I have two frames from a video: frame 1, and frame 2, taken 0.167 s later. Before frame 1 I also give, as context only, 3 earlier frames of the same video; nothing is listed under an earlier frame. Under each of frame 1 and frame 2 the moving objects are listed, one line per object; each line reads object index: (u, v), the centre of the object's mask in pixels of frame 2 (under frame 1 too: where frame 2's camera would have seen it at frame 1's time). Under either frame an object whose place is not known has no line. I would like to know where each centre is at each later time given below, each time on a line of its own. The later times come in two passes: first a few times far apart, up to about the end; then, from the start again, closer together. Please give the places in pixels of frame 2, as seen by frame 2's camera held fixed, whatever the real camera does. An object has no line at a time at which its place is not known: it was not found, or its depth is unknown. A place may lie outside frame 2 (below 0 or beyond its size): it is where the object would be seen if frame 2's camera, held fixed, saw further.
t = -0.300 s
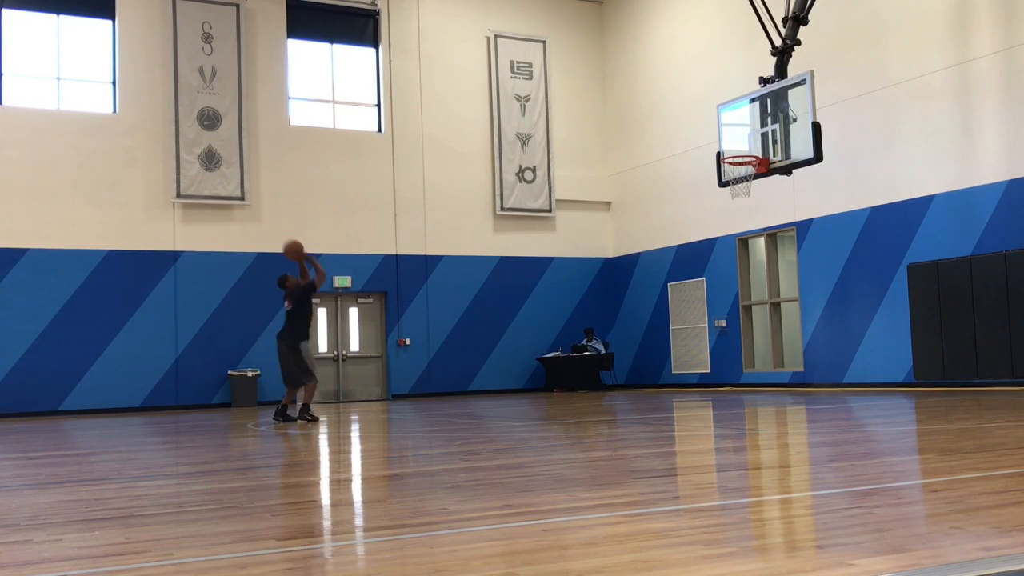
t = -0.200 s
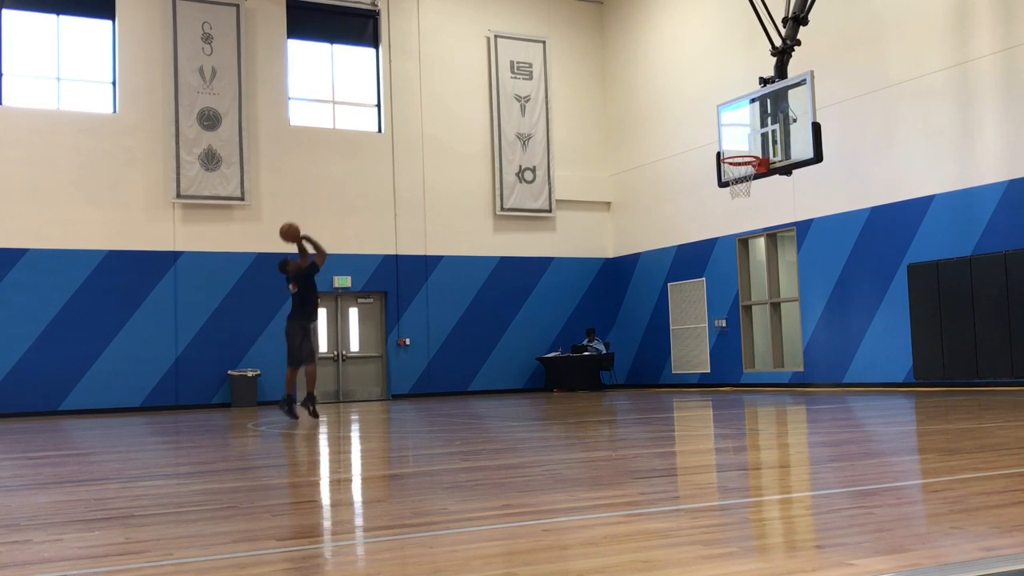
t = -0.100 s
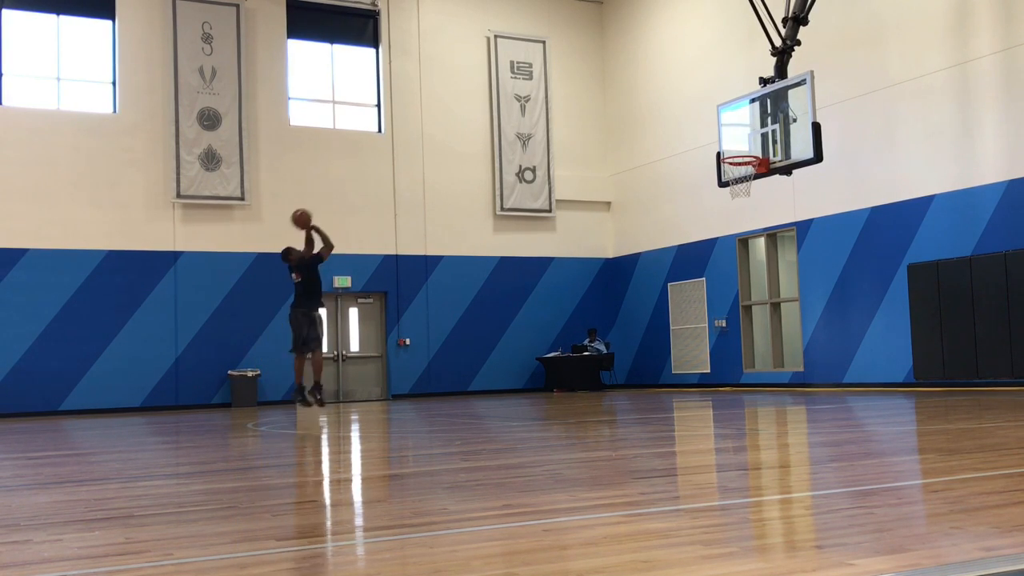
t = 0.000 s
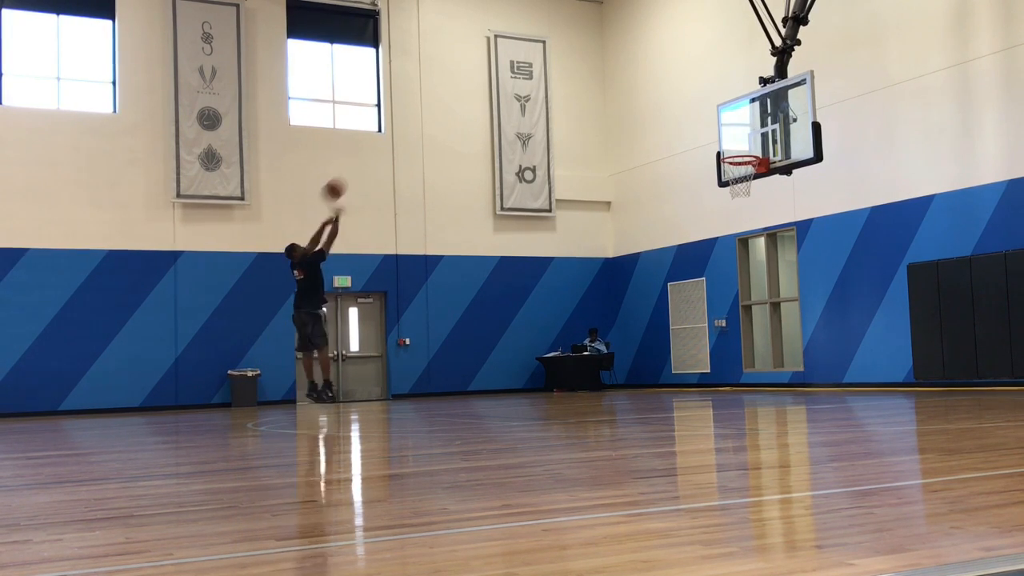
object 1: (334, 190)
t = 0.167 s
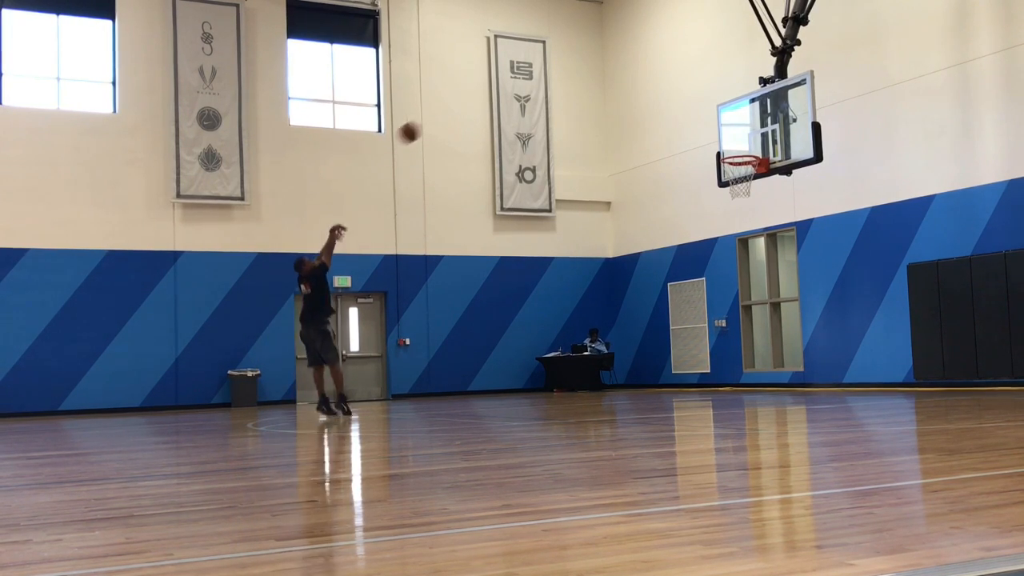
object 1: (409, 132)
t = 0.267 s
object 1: (453, 109)
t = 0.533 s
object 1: (567, 87)
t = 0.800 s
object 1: (677, 117)
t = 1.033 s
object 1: (752, 180)
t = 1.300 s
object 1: (773, 254)
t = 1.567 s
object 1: (800, 394)
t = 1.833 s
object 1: (785, 293)
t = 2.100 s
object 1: (772, 251)
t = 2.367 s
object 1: (762, 272)
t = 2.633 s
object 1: (758, 365)
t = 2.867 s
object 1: (748, 347)
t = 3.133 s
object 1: (738, 312)
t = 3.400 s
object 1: (730, 349)
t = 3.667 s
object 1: (725, 373)
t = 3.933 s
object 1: (715, 348)
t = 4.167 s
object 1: (710, 394)
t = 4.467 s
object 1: (701, 372)
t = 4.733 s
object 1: (697, 413)
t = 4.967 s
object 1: (692, 387)
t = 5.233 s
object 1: (689, 405)
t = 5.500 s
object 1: (686, 419)
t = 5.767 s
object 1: (683, 422)
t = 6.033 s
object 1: (679, 422)
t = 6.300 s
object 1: (678, 423)
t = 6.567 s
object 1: (677, 429)
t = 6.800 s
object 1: (677, 433)
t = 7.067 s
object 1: (678, 437)
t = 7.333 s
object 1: (680, 441)
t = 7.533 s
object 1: (682, 444)
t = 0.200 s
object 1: (424, 124)
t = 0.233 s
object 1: (438, 116)
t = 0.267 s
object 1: (453, 109)
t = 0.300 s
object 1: (467, 103)
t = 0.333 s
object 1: (482, 98)
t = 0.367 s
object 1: (496, 95)
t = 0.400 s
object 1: (510, 91)
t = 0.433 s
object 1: (524, 89)
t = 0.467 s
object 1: (540, 87)
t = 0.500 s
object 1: (554, 86)
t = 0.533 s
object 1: (567, 87)
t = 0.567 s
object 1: (581, 87)
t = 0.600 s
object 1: (595, 89)
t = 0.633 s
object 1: (609, 92)
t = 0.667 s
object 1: (622, 95)
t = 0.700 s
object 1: (636, 99)
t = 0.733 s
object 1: (650, 105)
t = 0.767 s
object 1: (663, 110)
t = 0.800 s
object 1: (677, 117)
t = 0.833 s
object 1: (691, 125)
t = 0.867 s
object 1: (704, 133)
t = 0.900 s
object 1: (716, 142)
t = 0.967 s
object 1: (744, 164)
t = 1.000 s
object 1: (746, 172)
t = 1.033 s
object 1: (752, 180)
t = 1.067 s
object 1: (755, 184)
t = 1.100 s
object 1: (758, 193)
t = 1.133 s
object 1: (760, 200)
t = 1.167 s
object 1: (762, 209)
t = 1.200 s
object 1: (765, 219)
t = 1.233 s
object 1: (767, 230)
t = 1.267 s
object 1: (771, 242)
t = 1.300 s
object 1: (773, 254)
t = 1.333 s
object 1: (776, 269)
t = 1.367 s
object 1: (779, 284)
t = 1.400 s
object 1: (783, 300)
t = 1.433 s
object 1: (788, 317)
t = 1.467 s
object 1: (791, 335)
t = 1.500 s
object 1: (794, 356)
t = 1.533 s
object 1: (797, 378)
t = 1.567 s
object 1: (800, 394)
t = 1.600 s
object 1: (798, 380)
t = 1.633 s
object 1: (796, 366)
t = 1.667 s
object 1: (794, 351)
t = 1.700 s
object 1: (792, 337)
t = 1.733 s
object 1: (790, 324)
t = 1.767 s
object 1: (789, 314)
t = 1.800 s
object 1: (787, 302)
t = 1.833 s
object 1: (785, 293)
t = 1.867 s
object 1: (783, 285)
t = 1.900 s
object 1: (782, 277)
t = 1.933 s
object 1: (780, 270)
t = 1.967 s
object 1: (778, 264)
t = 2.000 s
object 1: (777, 259)
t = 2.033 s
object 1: (775, 255)
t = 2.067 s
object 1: (774, 252)
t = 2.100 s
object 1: (772, 251)
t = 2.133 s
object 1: (771, 249)
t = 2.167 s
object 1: (769, 250)
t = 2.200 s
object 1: (768, 251)
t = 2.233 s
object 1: (767, 253)
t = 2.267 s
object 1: (766, 256)
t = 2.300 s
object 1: (765, 260)
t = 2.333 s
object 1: (763, 265)
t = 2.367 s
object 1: (762, 272)
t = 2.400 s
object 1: (762, 280)
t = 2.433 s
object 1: (761, 288)
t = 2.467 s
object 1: (760, 298)
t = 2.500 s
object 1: (759, 309)
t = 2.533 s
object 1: (759, 322)
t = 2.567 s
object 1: (759, 335)
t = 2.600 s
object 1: (758, 349)
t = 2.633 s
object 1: (758, 365)
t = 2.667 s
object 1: (756, 382)
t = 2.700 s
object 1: (755, 399)
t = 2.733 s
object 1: (754, 391)
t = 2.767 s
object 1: (752, 379)
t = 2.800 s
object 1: (750, 368)
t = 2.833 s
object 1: (749, 357)
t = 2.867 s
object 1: (748, 347)
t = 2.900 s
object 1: (746, 339)
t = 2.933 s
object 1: (744, 332)
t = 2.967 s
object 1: (744, 325)
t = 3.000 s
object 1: (742, 321)
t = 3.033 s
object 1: (741, 317)
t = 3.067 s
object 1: (740, 314)
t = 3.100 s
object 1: (739, 312)
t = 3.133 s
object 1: (738, 312)
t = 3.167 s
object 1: (737, 313)
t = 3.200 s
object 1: (737, 314)
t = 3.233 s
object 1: (736, 316)
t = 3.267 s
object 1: (734, 321)
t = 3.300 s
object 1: (733, 326)
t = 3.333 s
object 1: (732, 333)
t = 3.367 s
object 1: (731, 341)
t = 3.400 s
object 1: (730, 349)
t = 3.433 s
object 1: (730, 359)
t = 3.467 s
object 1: (730, 371)
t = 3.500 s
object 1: (730, 384)
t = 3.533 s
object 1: (730, 399)
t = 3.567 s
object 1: (729, 402)
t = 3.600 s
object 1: (728, 391)
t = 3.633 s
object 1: (726, 381)
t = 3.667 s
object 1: (725, 373)
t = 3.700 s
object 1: (723, 366)
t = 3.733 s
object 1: (722, 360)
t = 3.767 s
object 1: (721, 354)
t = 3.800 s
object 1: (719, 350)
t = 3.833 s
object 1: (718, 348)
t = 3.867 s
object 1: (717, 347)
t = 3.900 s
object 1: (716, 347)
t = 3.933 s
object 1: (715, 348)
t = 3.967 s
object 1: (714, 351)
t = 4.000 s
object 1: (713, 355)
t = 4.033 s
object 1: (712, 360)
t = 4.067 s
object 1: (712, 367)
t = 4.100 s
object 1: (711, 374)
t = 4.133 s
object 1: (711, 384)
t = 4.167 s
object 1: (710, 394)
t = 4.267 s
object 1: (707, 396)
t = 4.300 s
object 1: (706, 388)
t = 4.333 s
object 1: (705, 382)
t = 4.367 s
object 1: (704, 377)
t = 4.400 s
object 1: (703, 374)
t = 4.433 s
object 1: (702, 372)
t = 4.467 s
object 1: (701, 372)
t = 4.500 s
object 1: (700, 372)
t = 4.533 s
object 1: (700, 374)
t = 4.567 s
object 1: (699, 377)
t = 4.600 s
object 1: (698, 382)
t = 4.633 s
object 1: (698, 388)
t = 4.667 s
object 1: (697, 396)
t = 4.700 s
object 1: (697, 407)
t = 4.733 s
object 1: (697, 413)
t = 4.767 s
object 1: (696, 407)
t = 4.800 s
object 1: (695, 399)
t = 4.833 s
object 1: (694, 394)
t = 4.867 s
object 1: (694, 390)
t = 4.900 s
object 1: (693, 388)
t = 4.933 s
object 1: (693, 387)
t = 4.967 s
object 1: (692, 387)
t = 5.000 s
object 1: (692, 389)
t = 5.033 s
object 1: (692, 393)
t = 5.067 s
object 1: (691, 398)
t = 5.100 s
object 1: (691, 405)
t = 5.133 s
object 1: (691, 412)
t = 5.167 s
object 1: (691, 415)
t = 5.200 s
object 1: (690, 409)
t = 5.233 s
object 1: (689, 405)
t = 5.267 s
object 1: (688, 401)
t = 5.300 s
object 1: (688, 400)
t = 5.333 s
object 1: (687, 400)
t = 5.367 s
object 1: (687, 401)
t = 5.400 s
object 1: (687, 405)
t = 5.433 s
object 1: (686, 410)
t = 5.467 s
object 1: (686, 415)
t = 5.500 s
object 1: (686, 419)
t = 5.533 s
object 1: (685, 414)
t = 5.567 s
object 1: (685, 411)
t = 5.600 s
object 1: (684, 409)
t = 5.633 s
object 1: (684, 408)
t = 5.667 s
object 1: (683, 409)
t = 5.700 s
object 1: (683, 412)
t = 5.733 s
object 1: (683, 417)
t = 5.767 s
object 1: (683, 422)
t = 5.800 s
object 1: (682, 419)
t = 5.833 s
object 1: (682, 416)
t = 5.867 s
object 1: (681, 415)
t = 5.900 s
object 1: (681, 415)
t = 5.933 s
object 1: (681, 416)
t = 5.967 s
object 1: (680, 420)
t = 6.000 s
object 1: (680, 425)
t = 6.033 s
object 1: (679, 422)
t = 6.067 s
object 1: (679, 420)
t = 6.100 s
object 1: (679, 419)
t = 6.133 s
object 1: (679, 420)
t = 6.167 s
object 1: (679, 423)
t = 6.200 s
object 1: (679, 427)
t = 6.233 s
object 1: (678, 425)
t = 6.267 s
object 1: (678, 423)
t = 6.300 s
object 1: (678, 423)
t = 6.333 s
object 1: (678, 425)
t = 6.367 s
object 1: (678, 429)
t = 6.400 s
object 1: (678, 428)
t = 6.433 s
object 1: (678, 426)
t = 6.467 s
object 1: (678, 427)
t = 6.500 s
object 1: (678, 429)
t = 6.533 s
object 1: (677, 430)
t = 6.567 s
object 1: (677, 429)
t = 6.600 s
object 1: (677, 430)
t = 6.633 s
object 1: (677, 432)
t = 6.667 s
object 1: (677, 431)
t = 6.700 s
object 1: (677, 431)
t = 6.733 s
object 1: (677, 433)
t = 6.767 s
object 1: (677, 433)
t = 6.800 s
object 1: (677, 433)
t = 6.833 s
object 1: (677, 434)
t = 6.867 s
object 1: (677, 434)
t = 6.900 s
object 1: (678, 434)
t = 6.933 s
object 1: (678, 436)
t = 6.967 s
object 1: (678, 435)
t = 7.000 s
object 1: (678, 436)
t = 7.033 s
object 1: (678, 436)
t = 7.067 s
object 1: (678, 437)
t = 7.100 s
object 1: (679, 437)
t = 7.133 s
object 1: (679, 438)
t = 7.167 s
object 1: (679, 438)
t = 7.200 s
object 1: (679, 439)
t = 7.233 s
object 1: (679, 439)
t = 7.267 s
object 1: (679, 440)
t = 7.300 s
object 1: (679, 440)
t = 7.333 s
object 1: (680, 441)
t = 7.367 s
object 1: (680, 441)
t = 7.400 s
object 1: (680, 442)
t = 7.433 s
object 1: (681, 442)
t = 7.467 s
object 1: (681, 443)
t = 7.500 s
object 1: (681, 443)
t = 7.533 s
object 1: (682, 444)
